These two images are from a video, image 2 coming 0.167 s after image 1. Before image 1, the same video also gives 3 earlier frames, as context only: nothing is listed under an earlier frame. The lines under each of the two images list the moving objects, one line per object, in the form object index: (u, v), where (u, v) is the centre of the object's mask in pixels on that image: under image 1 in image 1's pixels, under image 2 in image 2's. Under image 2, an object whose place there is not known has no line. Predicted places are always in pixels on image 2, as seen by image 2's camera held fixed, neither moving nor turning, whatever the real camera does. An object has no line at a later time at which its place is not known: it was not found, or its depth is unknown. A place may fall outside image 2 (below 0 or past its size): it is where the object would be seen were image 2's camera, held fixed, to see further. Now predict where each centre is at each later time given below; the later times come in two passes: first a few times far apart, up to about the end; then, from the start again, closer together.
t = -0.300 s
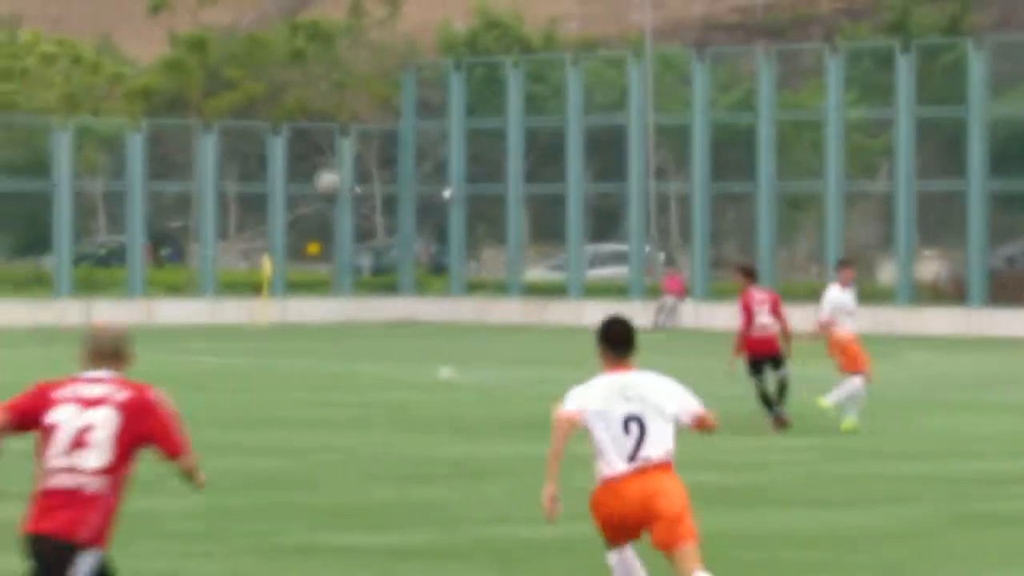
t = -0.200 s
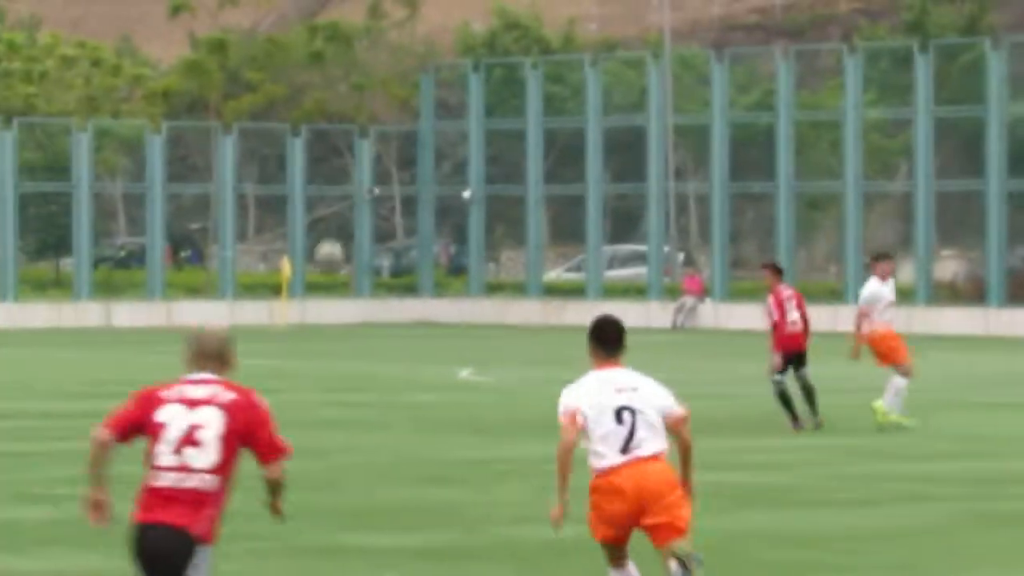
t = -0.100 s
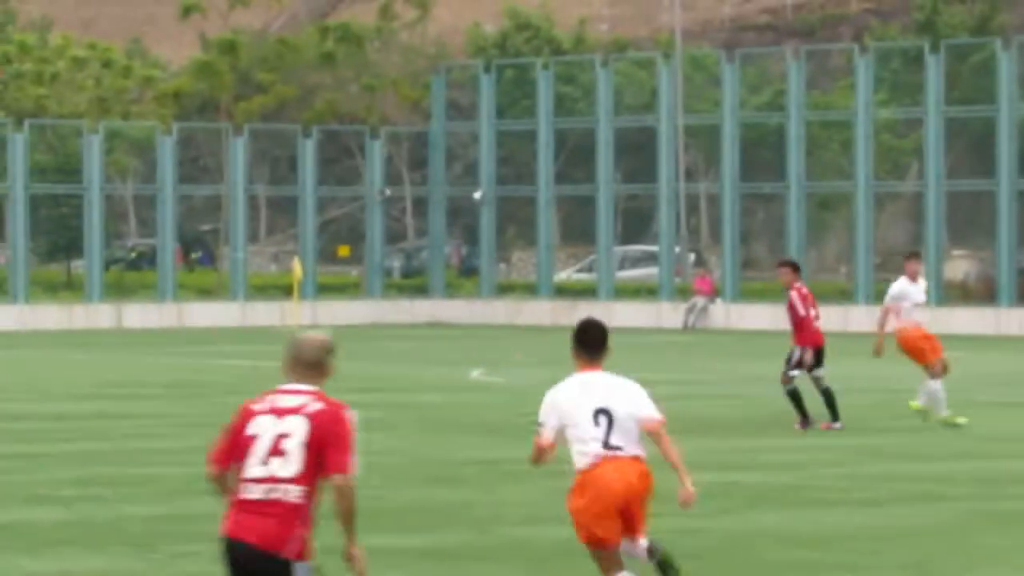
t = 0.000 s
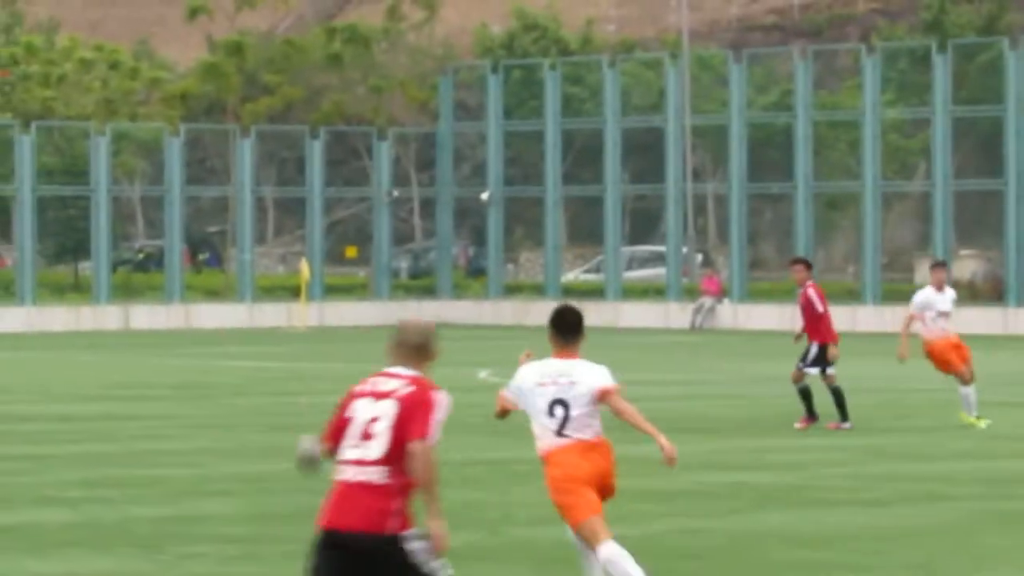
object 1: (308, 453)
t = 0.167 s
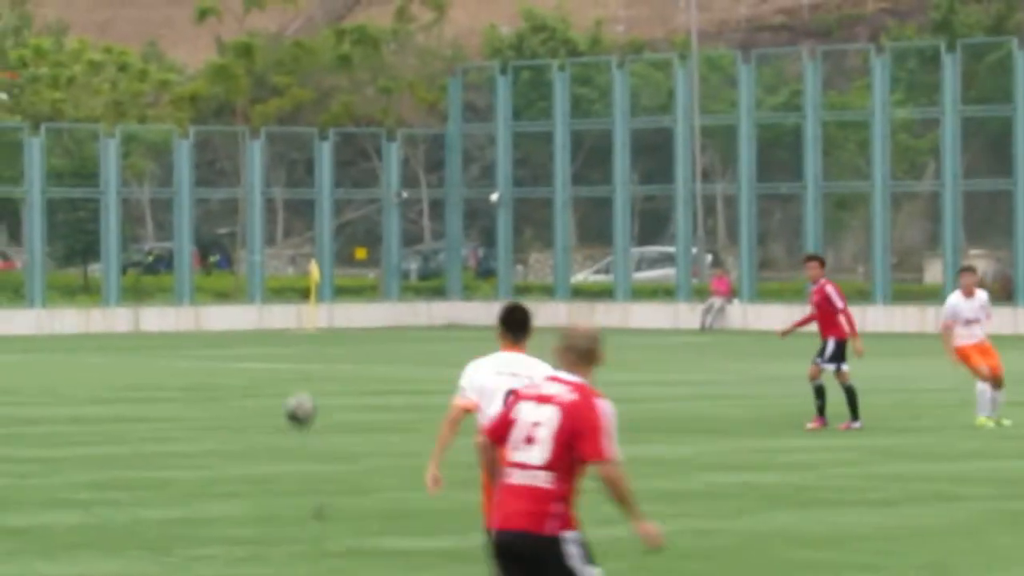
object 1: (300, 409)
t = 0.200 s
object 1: (296, 387)
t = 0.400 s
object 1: (275, 286)
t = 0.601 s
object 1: (251, 245)
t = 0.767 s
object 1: (230, 257)
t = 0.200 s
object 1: (296, 387)
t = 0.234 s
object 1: (292, 367)
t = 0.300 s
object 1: (287, 334)
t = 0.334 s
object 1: (283, 313)
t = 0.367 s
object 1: (280, 299)
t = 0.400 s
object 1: (275, 286)
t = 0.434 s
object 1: (272, 274)
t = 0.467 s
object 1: (268, 265)
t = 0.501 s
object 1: (264, 257)
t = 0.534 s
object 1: (259, 251)
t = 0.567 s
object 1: (256, 247)
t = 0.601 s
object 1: (251, 245)
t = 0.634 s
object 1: (246, 244)
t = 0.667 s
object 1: (243, 244)
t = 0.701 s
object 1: (239, 247)
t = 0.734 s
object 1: (235, 252)
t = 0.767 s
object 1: (230, 257)
